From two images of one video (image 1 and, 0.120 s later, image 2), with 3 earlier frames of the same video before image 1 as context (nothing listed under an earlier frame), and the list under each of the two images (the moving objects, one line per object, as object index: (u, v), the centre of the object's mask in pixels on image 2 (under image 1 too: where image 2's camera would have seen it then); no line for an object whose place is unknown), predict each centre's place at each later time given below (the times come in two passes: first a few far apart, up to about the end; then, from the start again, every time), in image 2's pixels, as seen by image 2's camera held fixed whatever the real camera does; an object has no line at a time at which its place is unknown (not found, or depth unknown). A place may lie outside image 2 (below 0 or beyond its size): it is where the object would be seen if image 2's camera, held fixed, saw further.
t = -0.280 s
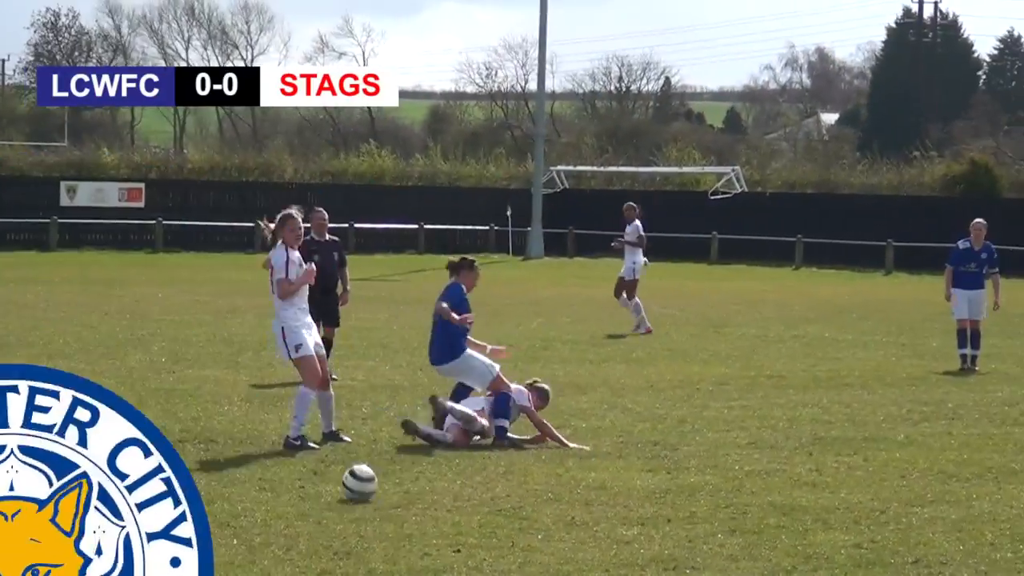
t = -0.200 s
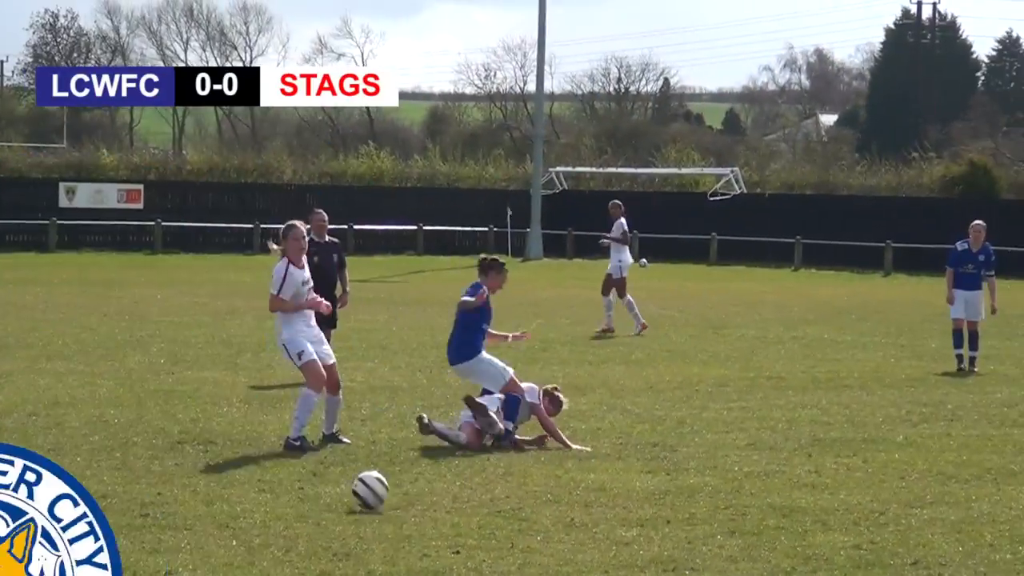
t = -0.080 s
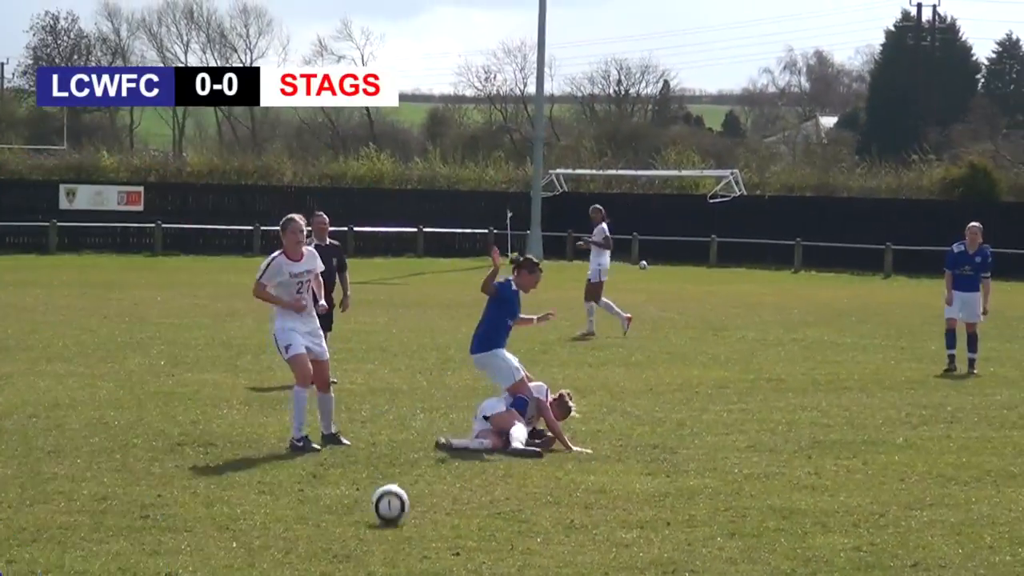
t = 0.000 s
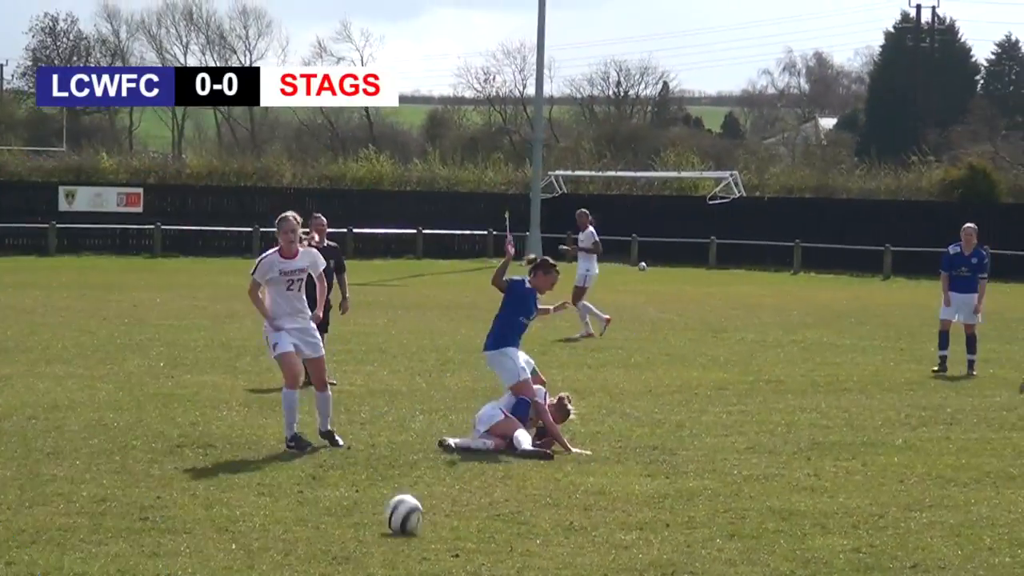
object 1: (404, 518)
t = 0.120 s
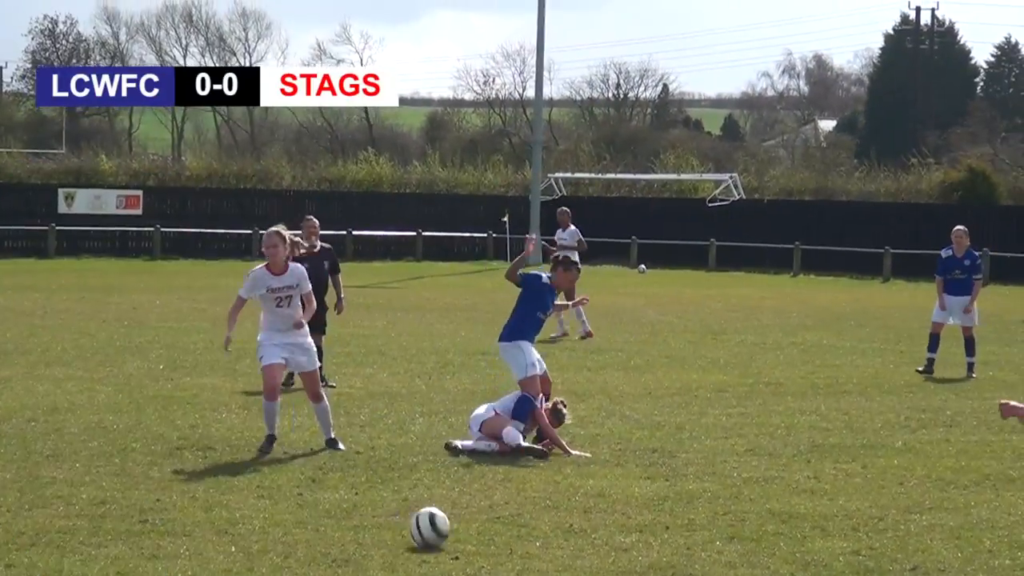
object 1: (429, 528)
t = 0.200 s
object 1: (450, 535)
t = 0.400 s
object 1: (502, 547)
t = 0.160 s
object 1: (440, 533)
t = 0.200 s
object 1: (450, 535)
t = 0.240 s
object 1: (460, 539)
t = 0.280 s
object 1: (470, 544)
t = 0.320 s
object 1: (481, 547)
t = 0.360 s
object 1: (491, 548)
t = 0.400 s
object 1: (502, 547)
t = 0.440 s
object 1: (512, 548)
